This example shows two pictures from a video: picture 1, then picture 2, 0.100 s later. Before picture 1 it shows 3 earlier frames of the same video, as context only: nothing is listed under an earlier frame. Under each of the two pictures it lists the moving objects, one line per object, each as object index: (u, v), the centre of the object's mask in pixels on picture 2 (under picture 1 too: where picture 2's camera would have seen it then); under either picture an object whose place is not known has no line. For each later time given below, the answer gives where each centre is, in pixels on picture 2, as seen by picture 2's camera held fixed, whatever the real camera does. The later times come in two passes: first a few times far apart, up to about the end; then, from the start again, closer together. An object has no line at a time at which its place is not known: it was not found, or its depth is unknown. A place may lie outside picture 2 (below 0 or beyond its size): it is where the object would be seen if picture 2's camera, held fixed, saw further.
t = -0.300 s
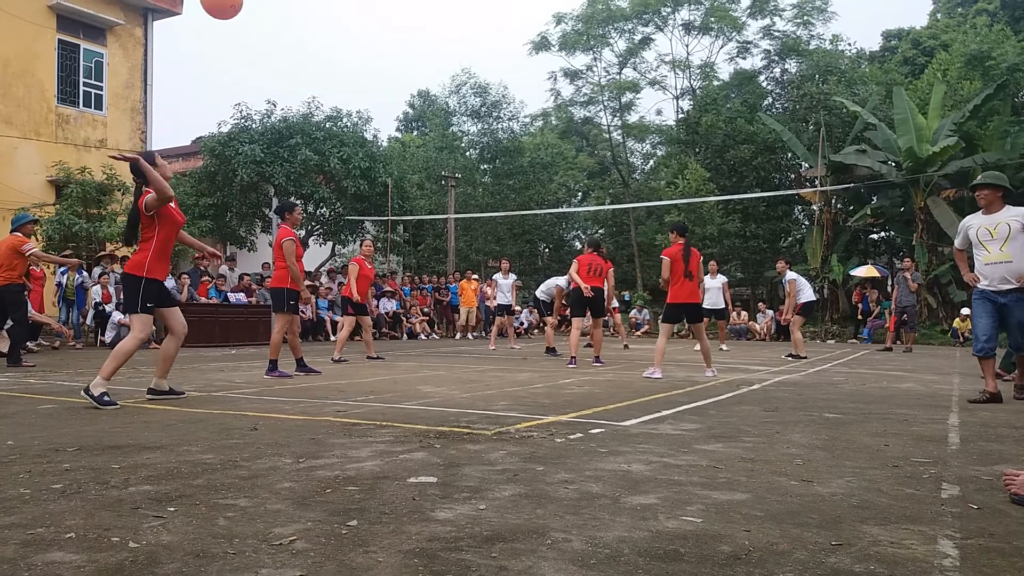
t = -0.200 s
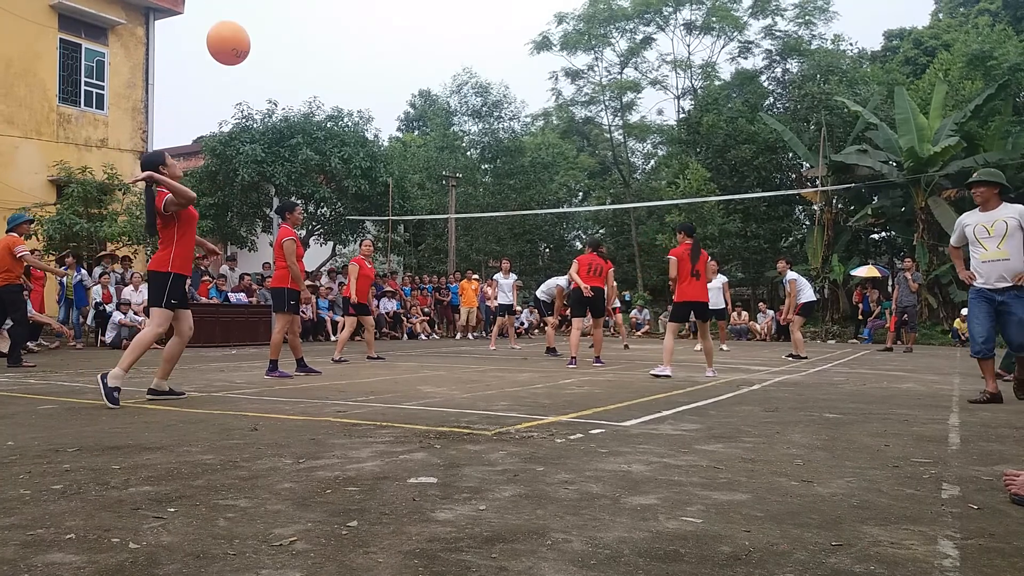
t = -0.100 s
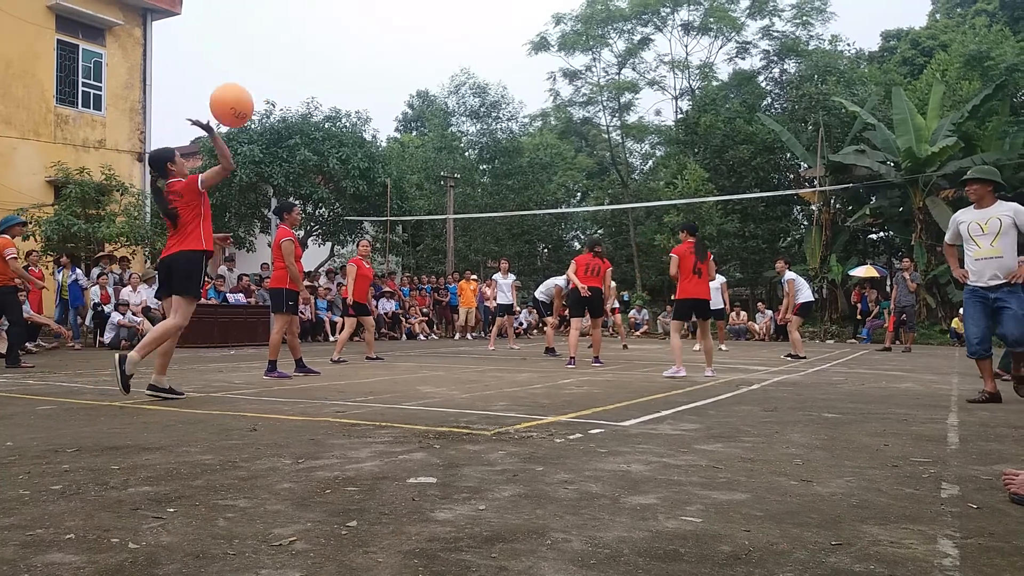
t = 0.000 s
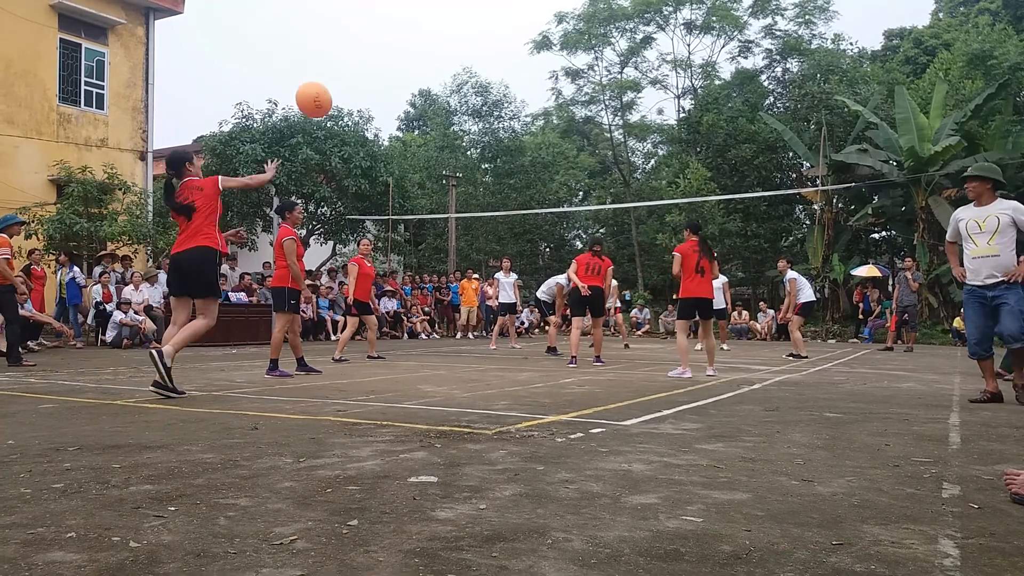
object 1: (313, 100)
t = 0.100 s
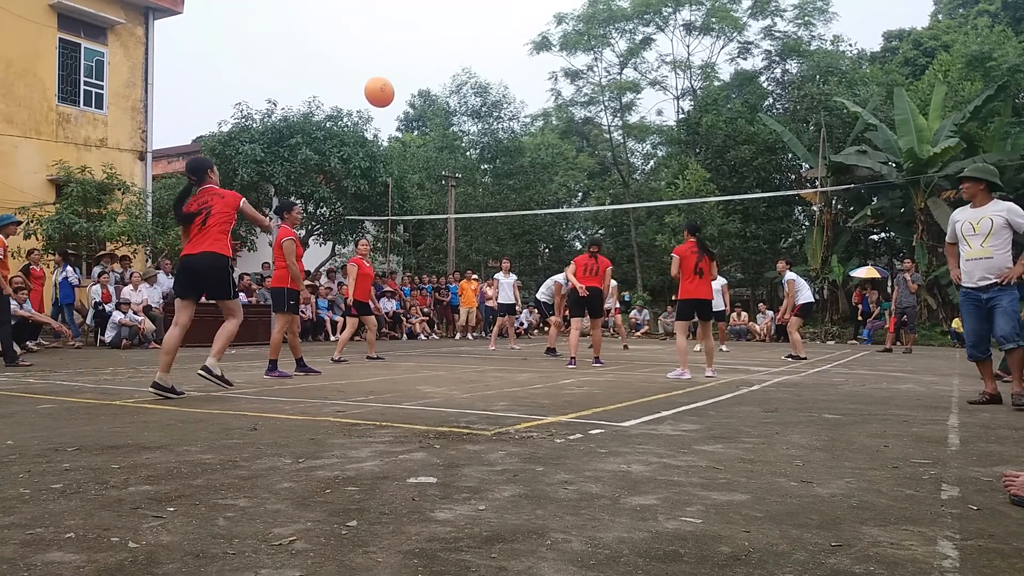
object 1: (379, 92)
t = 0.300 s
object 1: (463, 96)
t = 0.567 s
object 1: (532, 140)
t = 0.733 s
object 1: (557, 178)
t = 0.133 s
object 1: (397, 91)
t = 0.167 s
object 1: (412, 91)
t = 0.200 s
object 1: (426, 91)
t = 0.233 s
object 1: (439, 92)
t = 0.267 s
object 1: (451, 94)
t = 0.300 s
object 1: (463, 96)
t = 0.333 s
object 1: (474, 100)
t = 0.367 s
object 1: (483, 104)
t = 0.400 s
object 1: (492, 109)
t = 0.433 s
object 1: (502, 114)
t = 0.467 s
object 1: (510, 120)
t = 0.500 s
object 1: (518, 127)
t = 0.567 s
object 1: (532, 140)
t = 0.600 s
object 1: (537, 147)
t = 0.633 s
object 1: (543, 155)
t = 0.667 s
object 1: (547, 162)
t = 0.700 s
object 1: (552, 170)
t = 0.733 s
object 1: (557, 178)
